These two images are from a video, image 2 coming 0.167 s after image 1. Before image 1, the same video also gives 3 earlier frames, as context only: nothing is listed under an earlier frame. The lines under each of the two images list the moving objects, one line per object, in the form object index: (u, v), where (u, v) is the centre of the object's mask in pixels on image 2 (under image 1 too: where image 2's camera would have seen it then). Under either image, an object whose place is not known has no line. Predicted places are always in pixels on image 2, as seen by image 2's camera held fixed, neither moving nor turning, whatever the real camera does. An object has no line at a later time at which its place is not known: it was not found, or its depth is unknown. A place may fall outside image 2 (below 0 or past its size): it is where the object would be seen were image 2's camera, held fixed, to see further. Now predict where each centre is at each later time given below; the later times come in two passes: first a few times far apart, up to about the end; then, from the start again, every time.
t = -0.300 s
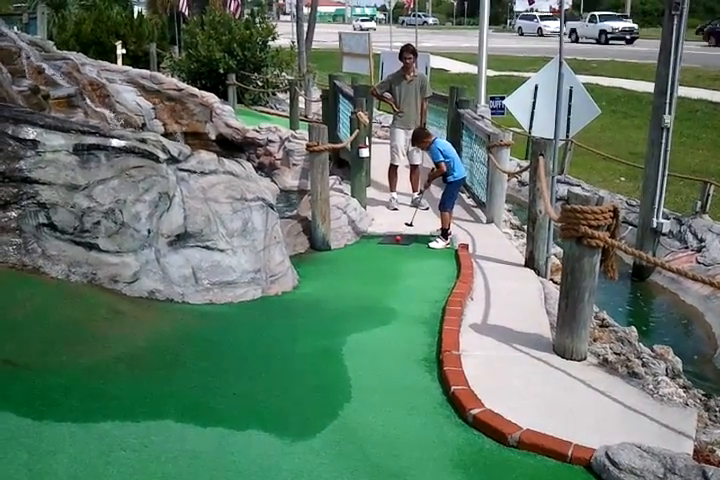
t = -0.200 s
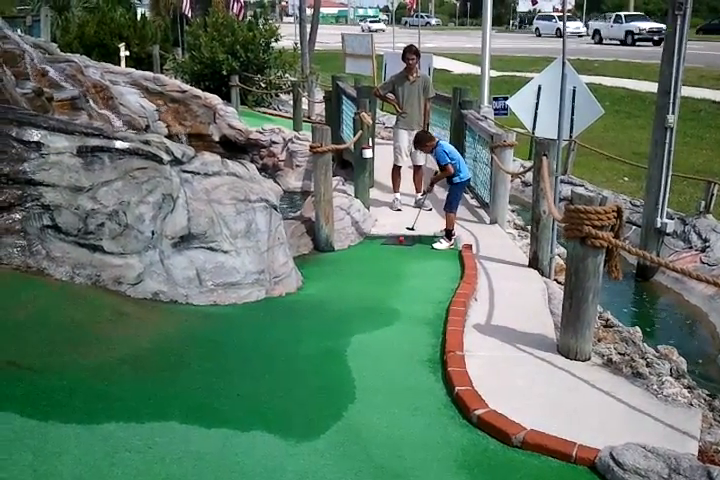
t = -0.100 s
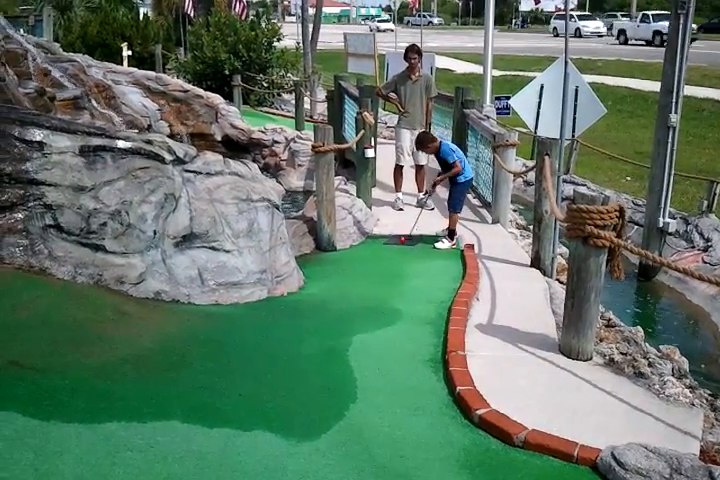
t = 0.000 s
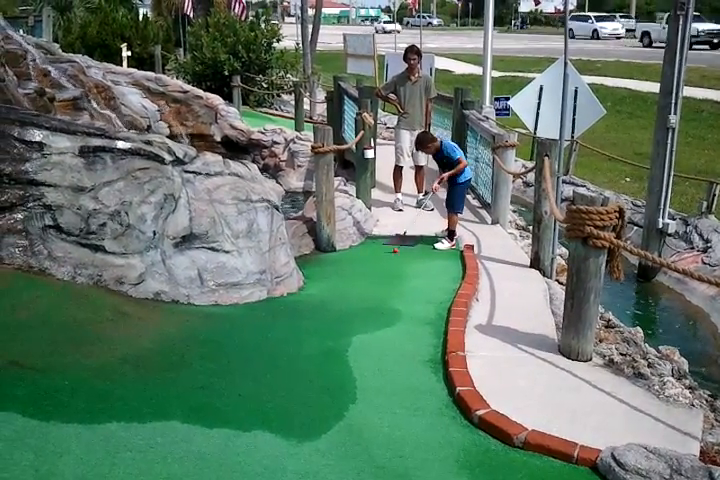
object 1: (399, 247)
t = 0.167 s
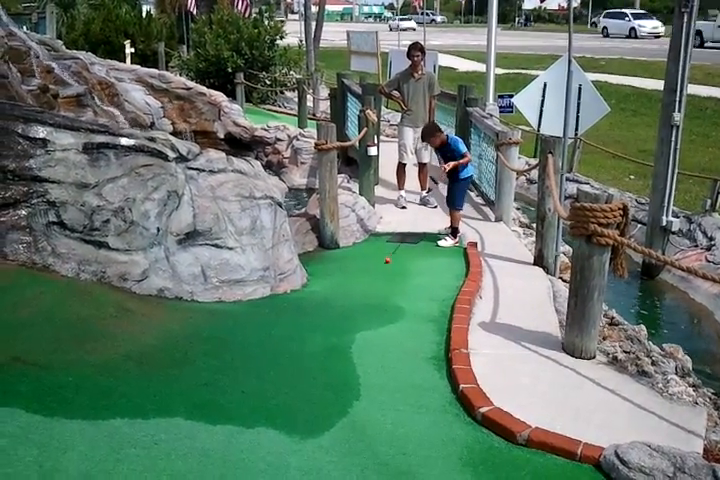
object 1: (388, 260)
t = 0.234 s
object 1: (382, 267)
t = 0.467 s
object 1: (360, 288)
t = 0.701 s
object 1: (335, 310)
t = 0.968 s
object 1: (306, 341)
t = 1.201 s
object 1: (280, 389)
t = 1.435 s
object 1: (254, 461)
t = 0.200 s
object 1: (385, 263)
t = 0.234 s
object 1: (382, 267)
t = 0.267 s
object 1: (379, 270)
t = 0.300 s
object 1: (377, 274)
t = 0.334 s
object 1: (374, 277)
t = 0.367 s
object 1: (371, 279)
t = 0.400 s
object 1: (368, 282)
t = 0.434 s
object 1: (364, 285)
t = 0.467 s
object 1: (360, 288)
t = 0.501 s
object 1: (357, 291)
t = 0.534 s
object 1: (353, 294)
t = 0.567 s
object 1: (349, 297)
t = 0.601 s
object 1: (346, 300)
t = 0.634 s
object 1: (343, 303)
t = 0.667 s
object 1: (339, 306)
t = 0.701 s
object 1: (335, 310)
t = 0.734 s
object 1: (331, 313)
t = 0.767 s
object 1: (328, 317)
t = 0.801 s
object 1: (324, 320)
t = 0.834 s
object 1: (321, 323)
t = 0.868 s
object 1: (317, 327)
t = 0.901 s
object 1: (313, 331)
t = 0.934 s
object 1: (310, 335)
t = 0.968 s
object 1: (306, 341)
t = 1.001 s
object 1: (303, 346)
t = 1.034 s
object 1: (299, 352)
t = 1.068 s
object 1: (295, 359)
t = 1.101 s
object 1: (291, 365)
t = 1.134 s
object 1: (287, 373)
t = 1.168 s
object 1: (284, 381)
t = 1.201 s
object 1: (280, 389)
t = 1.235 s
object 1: (276, 398)
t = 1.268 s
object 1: (272, 407)
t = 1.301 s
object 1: (269, 417)
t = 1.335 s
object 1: (265, 428)
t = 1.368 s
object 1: (261, 439)
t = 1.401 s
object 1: (257, 450)
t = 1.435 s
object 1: (254, 461)
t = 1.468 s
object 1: (251, 474)
